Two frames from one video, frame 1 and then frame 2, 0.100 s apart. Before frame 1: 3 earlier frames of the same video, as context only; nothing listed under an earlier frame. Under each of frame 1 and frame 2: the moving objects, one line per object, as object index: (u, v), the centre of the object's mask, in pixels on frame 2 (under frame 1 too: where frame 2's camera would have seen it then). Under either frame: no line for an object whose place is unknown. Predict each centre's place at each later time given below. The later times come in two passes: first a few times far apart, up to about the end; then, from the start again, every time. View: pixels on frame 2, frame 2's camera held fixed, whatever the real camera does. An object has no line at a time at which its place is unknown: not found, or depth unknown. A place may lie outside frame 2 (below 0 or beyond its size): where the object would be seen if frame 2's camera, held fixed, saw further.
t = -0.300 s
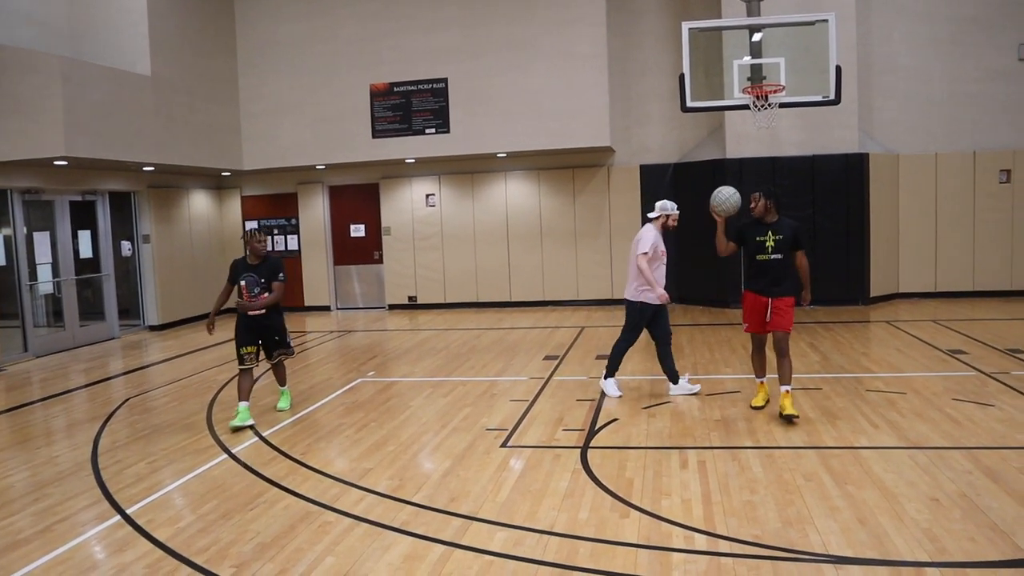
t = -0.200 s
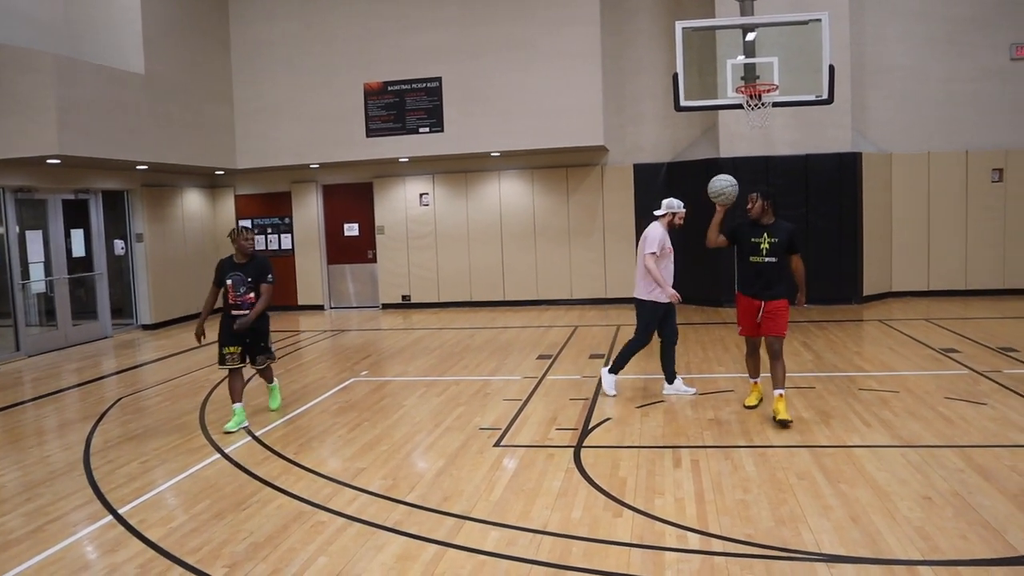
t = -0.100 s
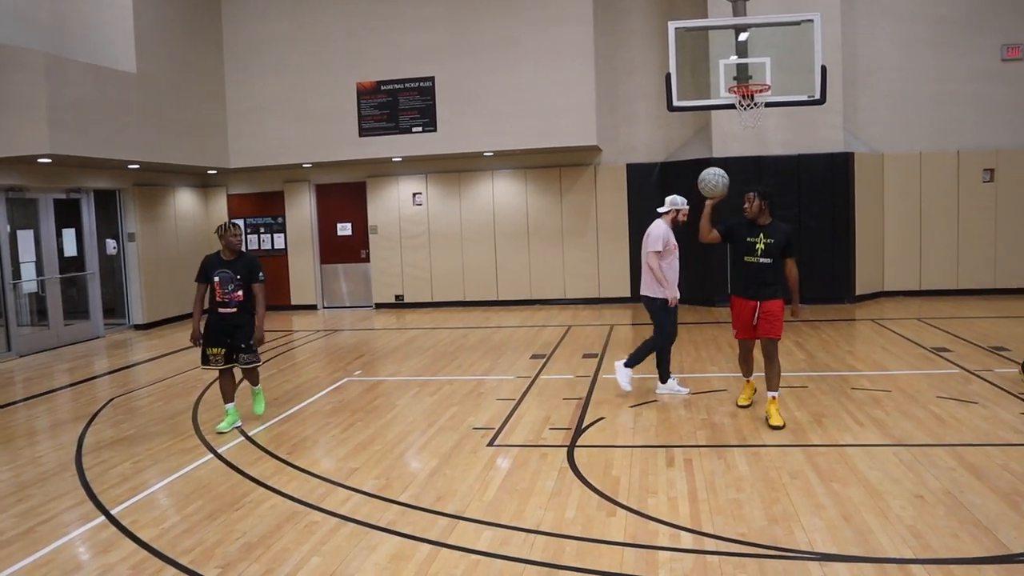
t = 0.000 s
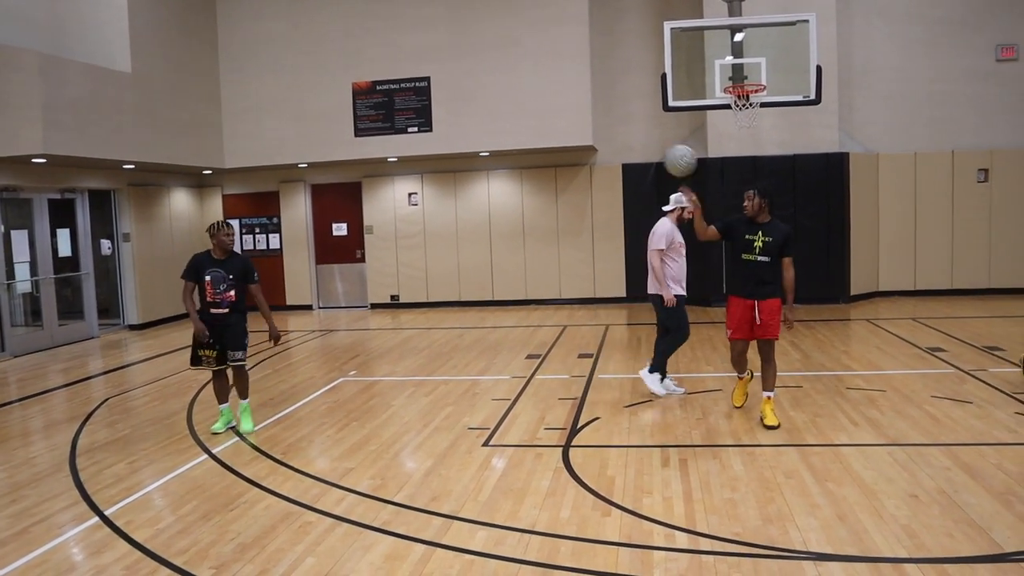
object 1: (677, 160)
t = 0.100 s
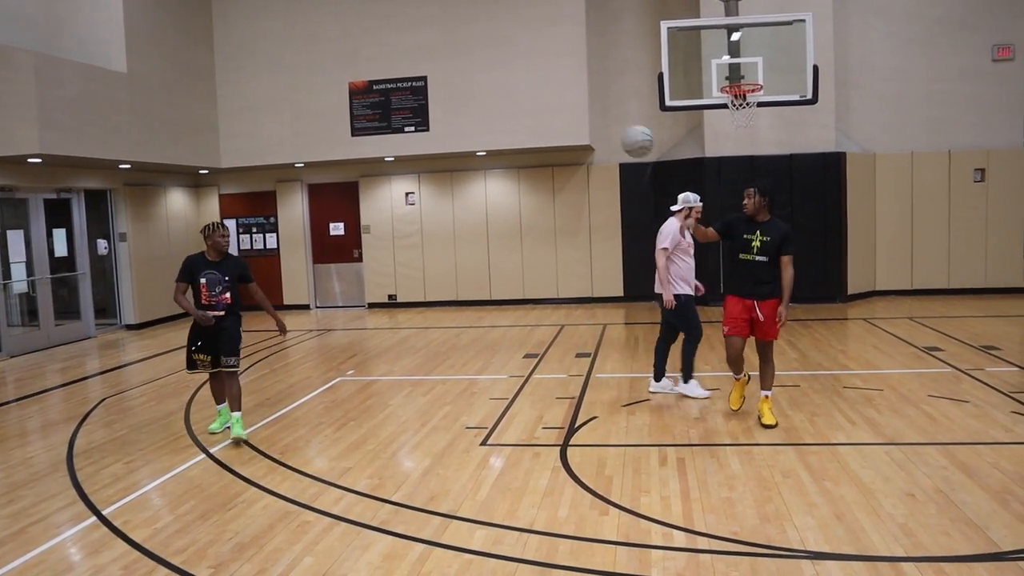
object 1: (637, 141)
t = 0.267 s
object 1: (567, 140)
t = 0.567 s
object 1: (428, 243)
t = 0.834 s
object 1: (290, 468)
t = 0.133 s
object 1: (624, 138)
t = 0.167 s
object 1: (610, 136)
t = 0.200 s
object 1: (596, 135)
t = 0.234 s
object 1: (582, 137)
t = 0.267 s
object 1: (567, 140)
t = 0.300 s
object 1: (553, 143)
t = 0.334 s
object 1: (538, 150)
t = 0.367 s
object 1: (523, 155)
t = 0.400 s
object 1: (508, 166)
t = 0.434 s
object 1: (493, 177)
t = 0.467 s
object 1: (477, 191)
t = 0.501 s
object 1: (461, 206)
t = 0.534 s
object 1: (444, 224)
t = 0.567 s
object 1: (428, 243)
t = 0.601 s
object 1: (412, 264)
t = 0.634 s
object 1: (395, 287)
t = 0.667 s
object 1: (377, 312)
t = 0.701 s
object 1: (360, 339)
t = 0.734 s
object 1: (342, 368)
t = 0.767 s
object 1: (324, 400)
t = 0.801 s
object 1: (308, 433)
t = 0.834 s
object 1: (290, 468)
